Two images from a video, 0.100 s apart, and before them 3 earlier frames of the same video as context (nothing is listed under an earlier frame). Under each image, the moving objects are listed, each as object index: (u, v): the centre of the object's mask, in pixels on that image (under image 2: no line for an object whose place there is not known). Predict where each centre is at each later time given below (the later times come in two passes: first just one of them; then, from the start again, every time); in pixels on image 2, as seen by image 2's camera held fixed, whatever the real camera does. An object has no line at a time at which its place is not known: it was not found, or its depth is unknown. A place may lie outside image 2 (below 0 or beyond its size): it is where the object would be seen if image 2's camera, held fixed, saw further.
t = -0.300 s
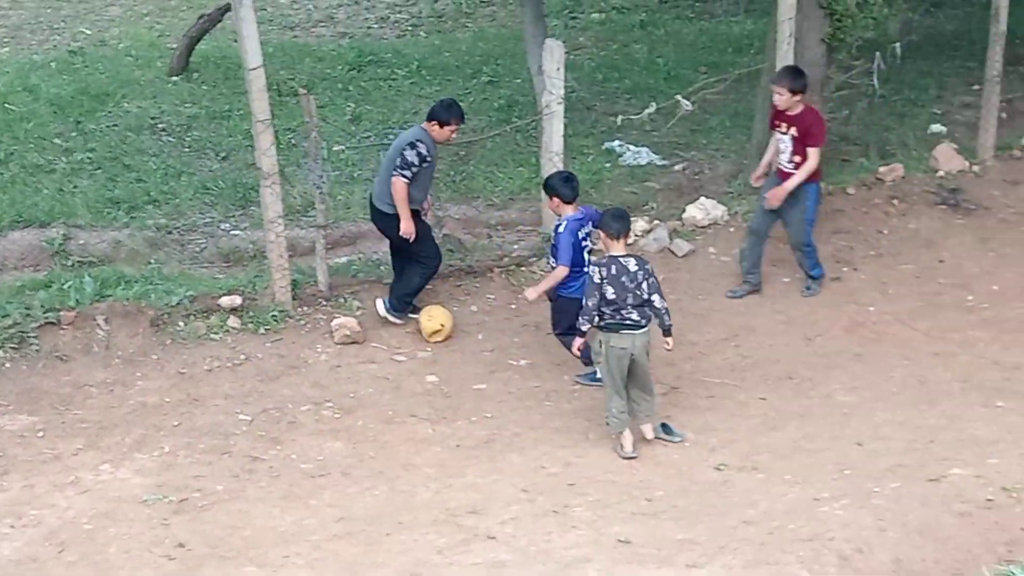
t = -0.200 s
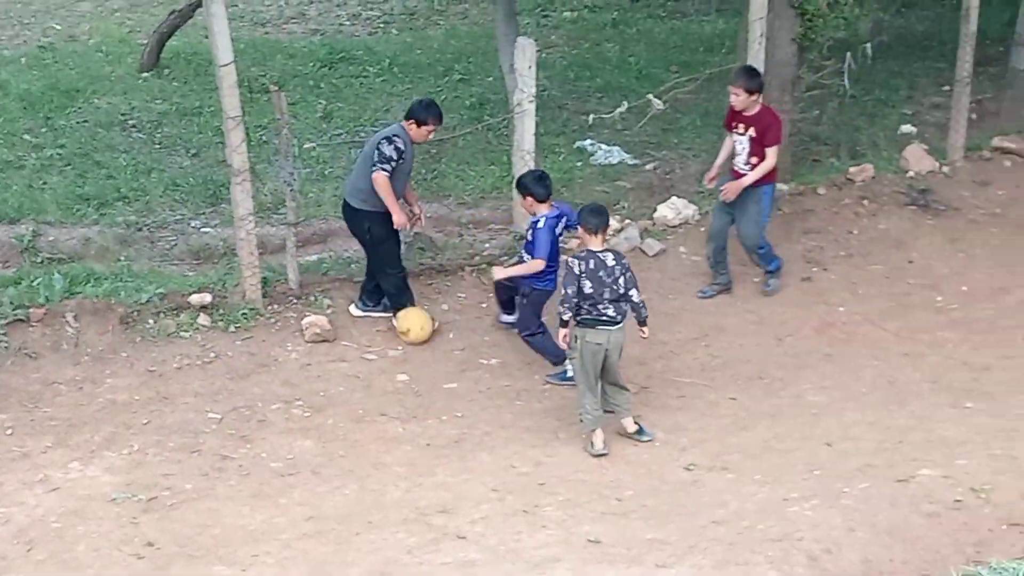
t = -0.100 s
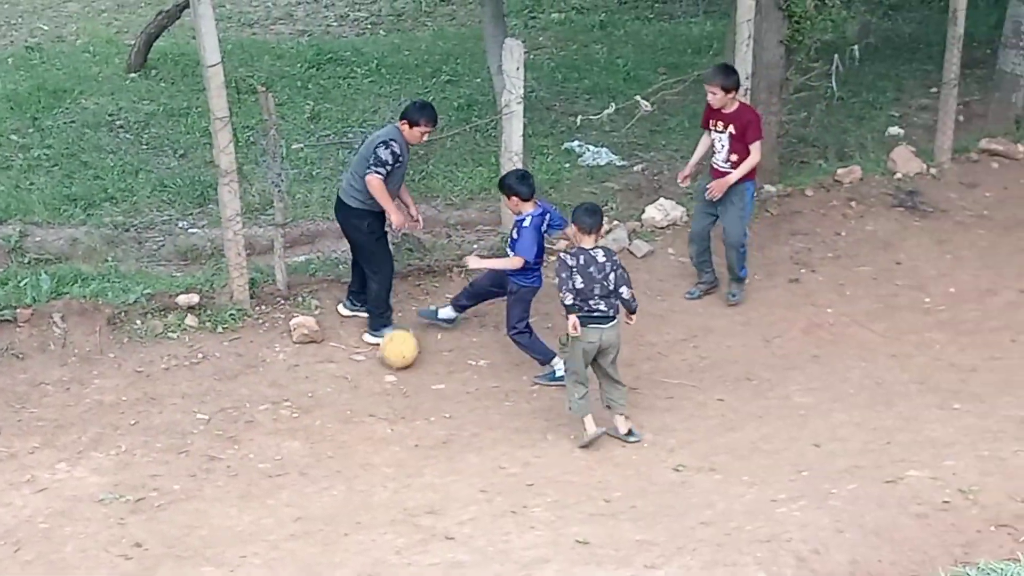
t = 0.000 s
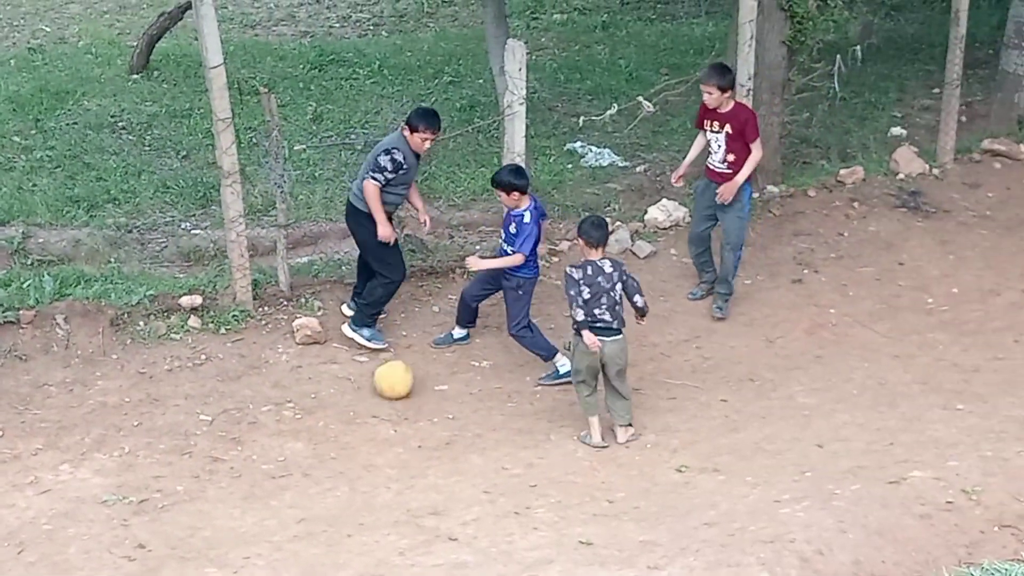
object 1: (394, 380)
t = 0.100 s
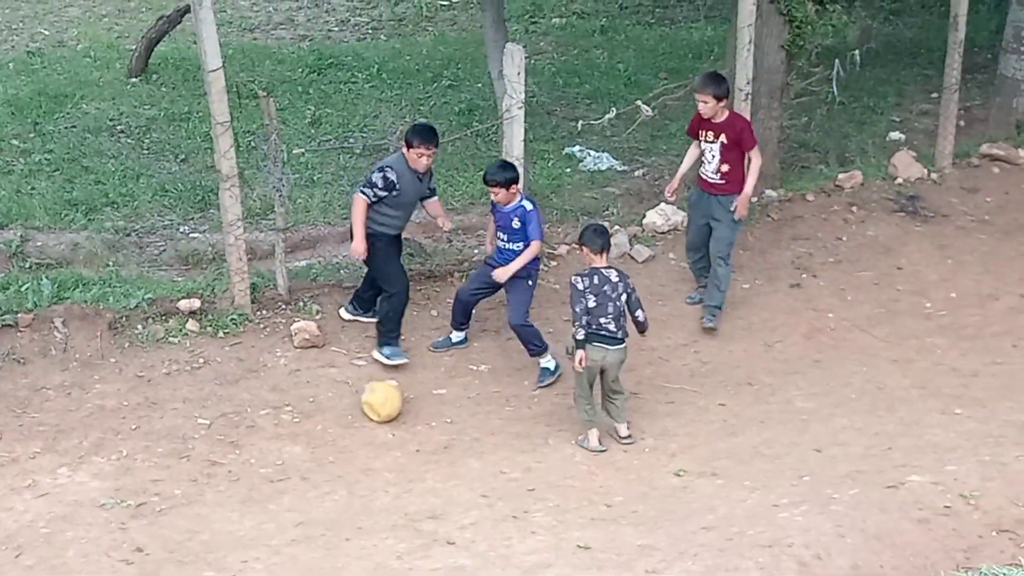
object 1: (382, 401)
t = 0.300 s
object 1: (365, 432)
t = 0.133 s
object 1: (379, 406)
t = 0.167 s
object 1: (376, 413)
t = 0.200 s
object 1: (373, 420)
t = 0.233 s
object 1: (369, 426)
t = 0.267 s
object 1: (367, 429)
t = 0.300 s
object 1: (365, 432)
